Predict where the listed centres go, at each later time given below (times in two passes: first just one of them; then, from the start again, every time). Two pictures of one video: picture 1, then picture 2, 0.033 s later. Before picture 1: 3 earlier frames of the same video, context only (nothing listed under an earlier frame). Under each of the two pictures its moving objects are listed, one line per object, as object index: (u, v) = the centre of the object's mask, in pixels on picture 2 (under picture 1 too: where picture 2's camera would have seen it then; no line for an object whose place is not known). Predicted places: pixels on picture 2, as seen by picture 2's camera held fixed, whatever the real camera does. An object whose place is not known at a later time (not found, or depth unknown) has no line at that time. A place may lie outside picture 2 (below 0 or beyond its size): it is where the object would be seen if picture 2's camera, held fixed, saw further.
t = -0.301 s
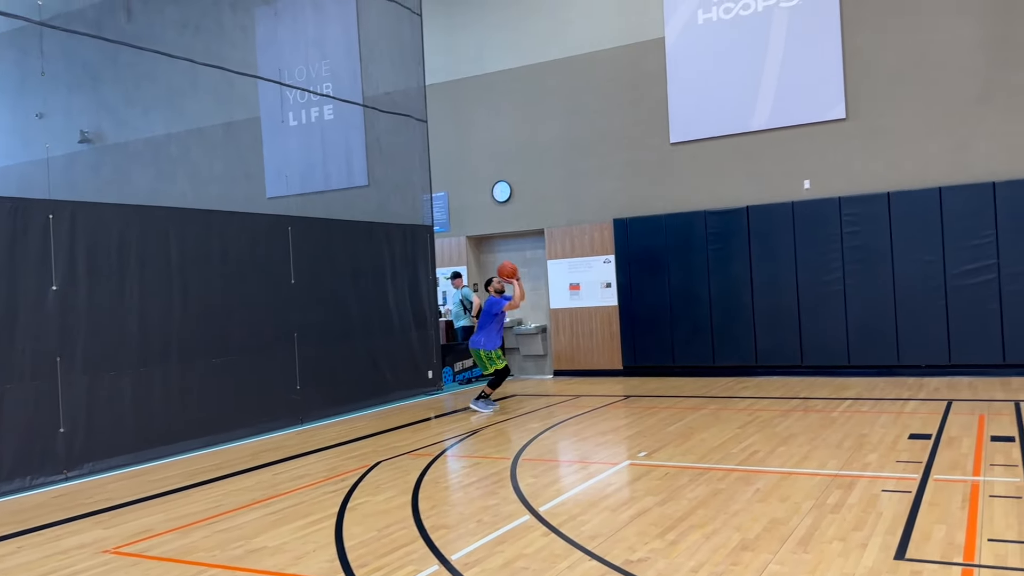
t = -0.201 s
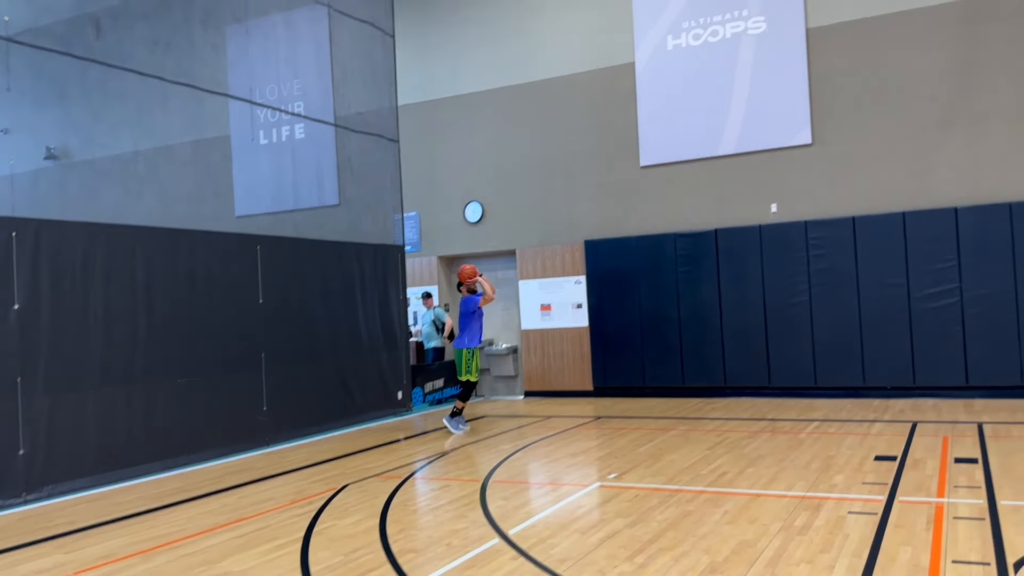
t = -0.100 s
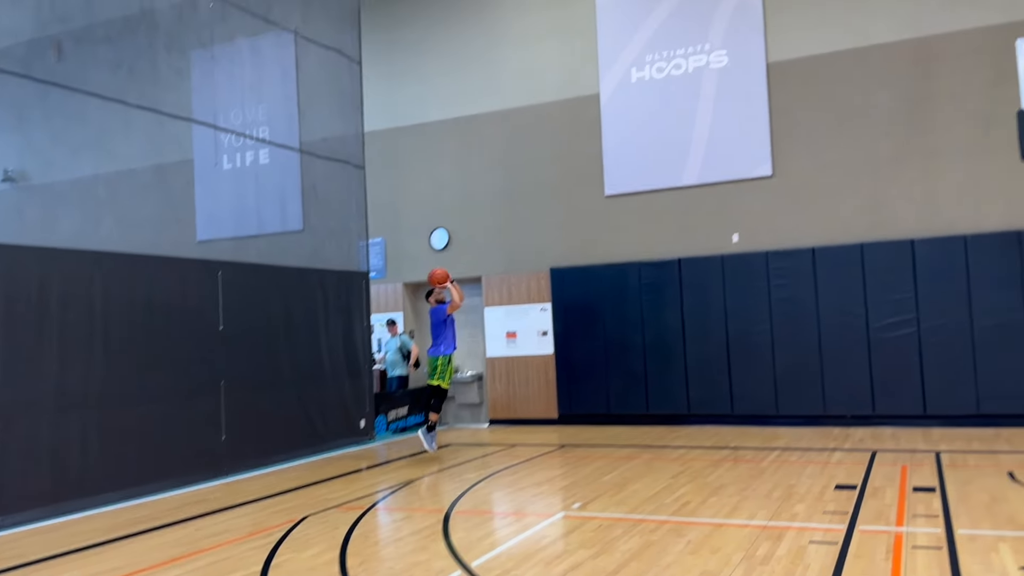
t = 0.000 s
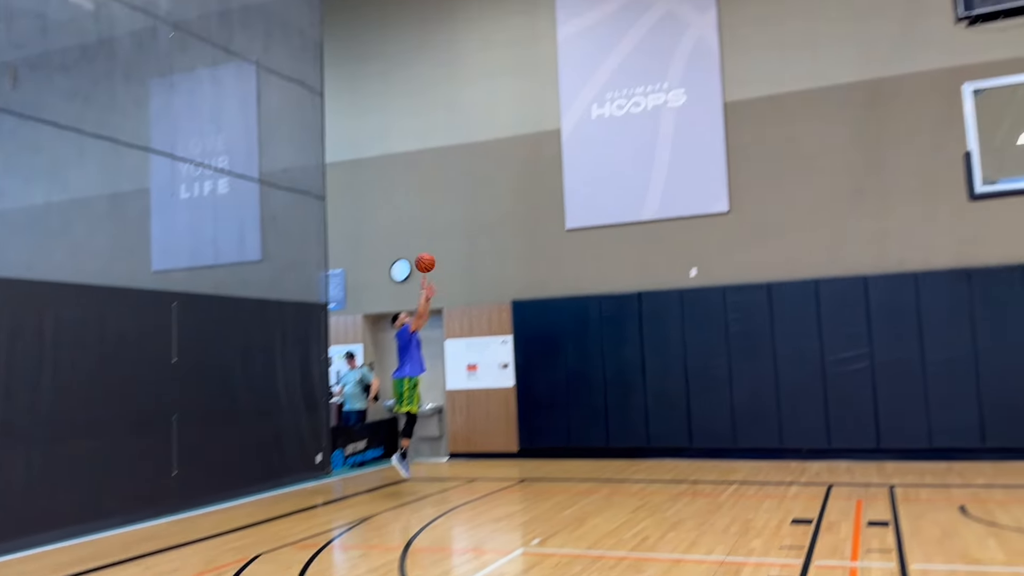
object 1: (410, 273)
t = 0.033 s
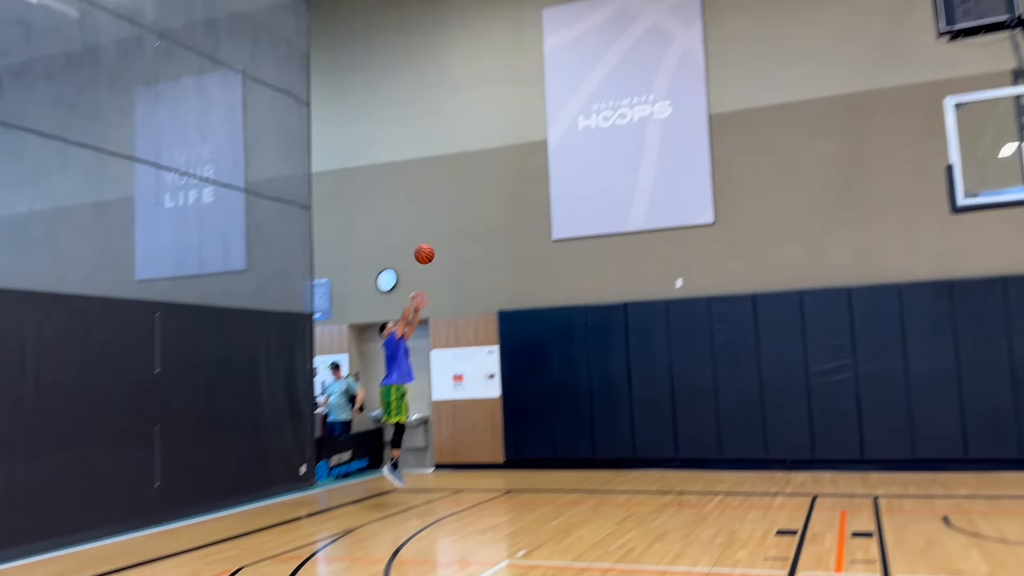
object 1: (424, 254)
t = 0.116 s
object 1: (458, 211)
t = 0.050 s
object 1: (431, 245)
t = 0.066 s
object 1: (438, 236)
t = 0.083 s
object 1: (444, 227)
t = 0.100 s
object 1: (451, 219)
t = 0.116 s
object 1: (458, 211)
